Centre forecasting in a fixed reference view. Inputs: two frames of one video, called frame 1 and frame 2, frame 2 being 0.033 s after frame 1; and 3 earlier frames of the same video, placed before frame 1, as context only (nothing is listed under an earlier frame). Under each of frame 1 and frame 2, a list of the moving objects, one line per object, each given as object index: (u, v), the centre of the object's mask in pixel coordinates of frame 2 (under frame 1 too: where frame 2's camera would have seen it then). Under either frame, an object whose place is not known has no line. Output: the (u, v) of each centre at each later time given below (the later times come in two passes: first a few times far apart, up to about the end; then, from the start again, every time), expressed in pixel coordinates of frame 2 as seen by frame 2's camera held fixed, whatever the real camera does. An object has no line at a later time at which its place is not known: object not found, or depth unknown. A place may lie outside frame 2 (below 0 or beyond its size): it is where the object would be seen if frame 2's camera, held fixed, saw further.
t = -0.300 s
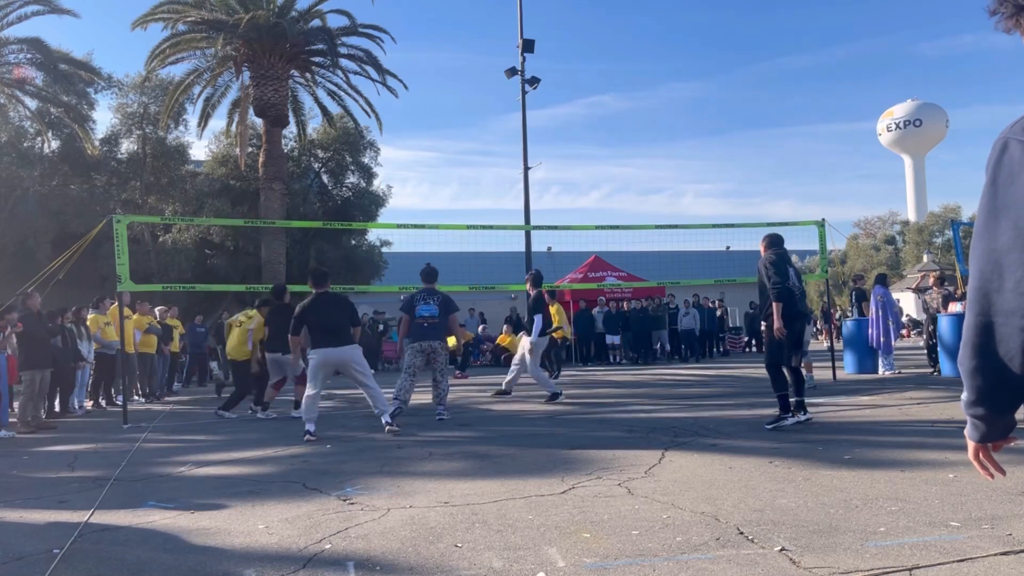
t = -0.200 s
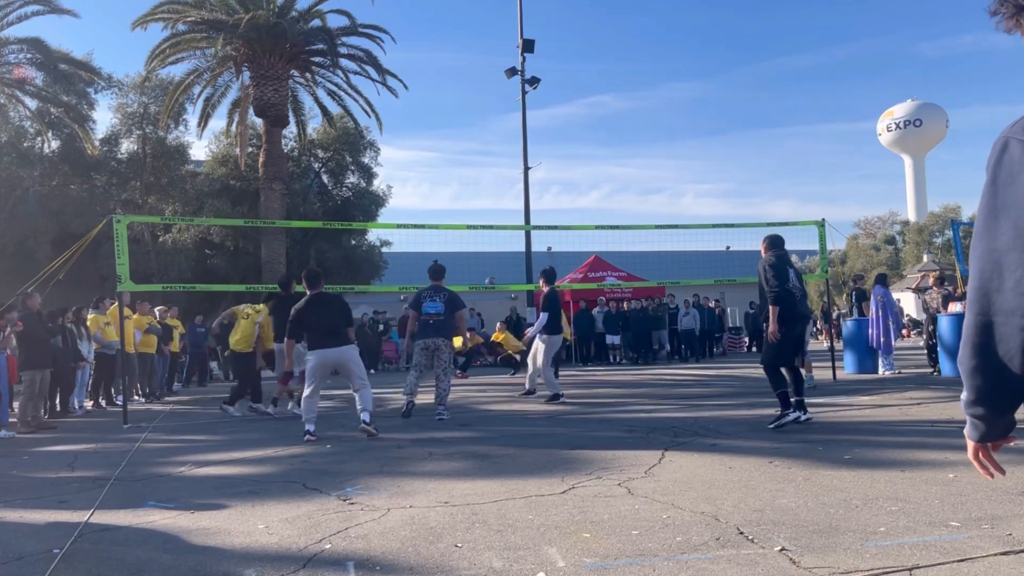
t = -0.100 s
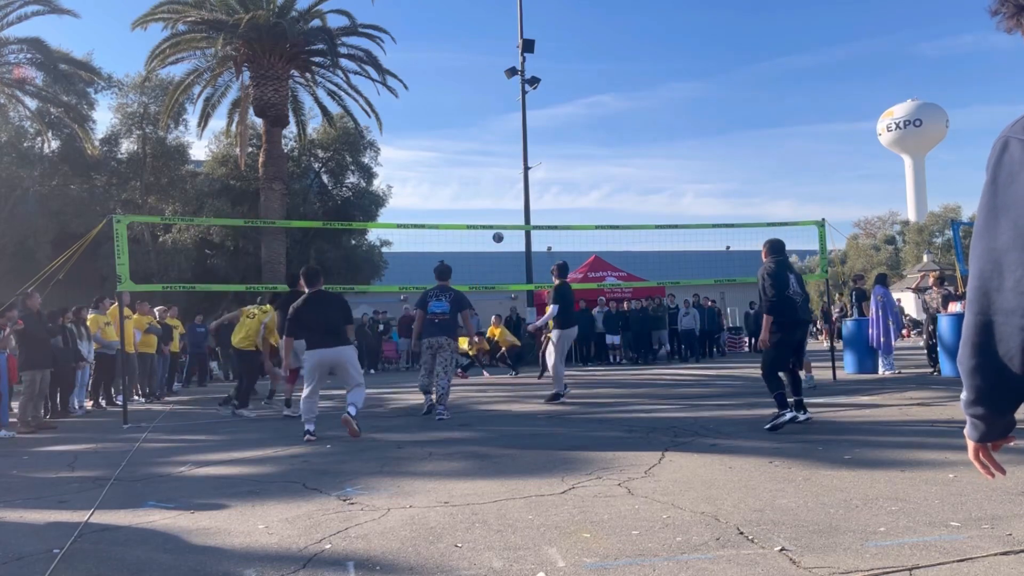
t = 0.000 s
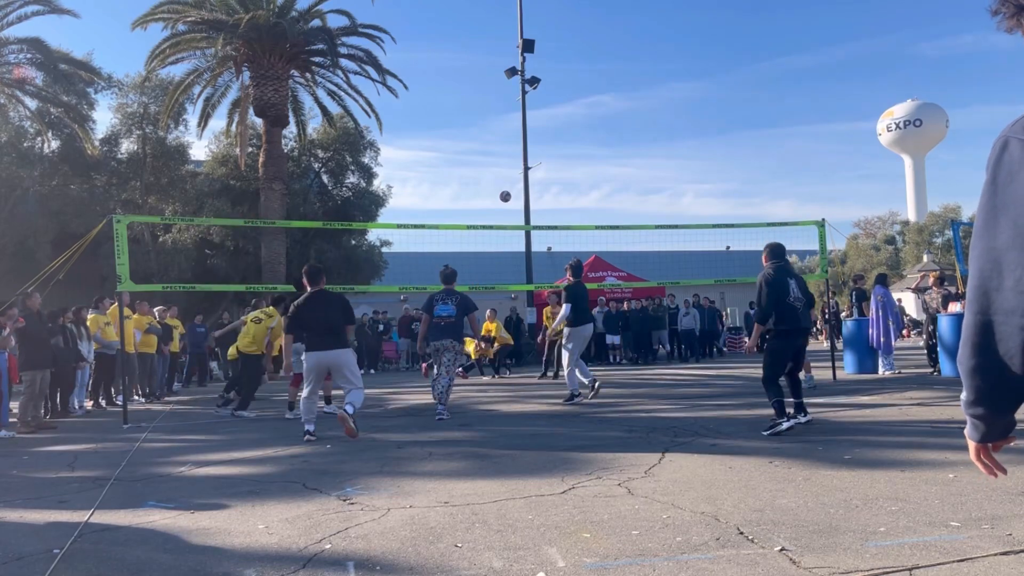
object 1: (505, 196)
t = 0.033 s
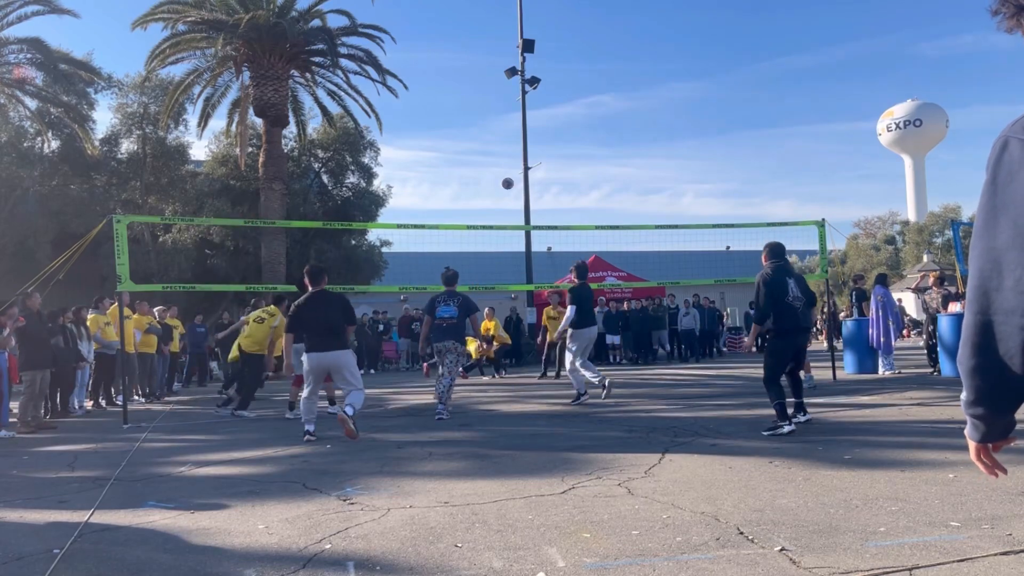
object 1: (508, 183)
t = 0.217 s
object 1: (522, 120)
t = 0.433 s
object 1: (542, 63)
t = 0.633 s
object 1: (562, 32)
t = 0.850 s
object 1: (587, 24)
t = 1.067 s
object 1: (617, 48)
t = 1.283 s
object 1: (653, 113)
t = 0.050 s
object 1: (509, 177)
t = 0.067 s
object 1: (510, 171)
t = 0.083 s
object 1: (511, 165)
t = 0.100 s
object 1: (513, 159)
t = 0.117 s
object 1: (514, 153)
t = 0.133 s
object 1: (515, 147)
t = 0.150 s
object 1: (517, 141)
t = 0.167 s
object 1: (518, 136)
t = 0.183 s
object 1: (519, 131)
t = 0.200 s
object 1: (520, 125)
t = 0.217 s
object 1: (522, 120)
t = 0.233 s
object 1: (524, 115)
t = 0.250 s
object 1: (525, 110)
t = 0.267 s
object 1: (527, 105)
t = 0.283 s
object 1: (528, 100)
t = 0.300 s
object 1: (530, 95)
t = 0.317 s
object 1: (531, 91)
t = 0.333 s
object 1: (532, 86)
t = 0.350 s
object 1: (534, 82)
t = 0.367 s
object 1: (535, 79)
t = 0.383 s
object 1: (537, 75)
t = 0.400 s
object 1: (539, 71)
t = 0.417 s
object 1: (540, 67)
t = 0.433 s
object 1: (542, 63)
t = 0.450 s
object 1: (544, 60)
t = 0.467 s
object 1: (545, 56)
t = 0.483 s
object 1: (547, 53)
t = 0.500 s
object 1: (548, 50)
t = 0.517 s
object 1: (550, 47)
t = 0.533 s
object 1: (552, 45)
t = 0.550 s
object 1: (553, 42)
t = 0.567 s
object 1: (555, 40)
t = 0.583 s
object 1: (557, 37)
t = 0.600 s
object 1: (559, 35)
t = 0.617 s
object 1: (561, 33)
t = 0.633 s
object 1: (562, 32)
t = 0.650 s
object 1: (564, 30)
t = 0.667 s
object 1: (566, 29)
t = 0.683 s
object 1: (568, 27)
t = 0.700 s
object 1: (570, 26)
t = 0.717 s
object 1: (571, 25)
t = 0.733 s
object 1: (573, 24)
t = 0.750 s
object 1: (575, 24)
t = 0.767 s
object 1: (577, 23)
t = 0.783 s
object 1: (579, 23)
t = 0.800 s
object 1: (581, 23)
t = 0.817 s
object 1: (583, 23)
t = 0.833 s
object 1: (585, 23)
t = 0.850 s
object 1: (587, 24)
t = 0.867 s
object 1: (590, 24)
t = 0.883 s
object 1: (592, 25)
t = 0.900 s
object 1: (594, 26)
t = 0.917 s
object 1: (596, 27)
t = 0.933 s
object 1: (598, 29)
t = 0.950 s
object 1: (600, 30)
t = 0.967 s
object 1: (603, 33)
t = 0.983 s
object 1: (605, 35)
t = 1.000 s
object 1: (607, 37)
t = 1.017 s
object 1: (610, 39)
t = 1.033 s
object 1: (612, 42)
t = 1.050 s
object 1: (615, 45)
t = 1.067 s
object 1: (617, 48)
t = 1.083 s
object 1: (620, 52)
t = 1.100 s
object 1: (622, 55)
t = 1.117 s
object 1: (625, 59)
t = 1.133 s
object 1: (627, 63)
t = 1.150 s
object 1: (630, 68)
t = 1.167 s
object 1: (633, 72)
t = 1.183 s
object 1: (636, 77)
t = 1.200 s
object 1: (639, 83)
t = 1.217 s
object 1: (641, 88)
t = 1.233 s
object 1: (644, 94)
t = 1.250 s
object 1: (647, 100)
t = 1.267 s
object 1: (650, 106)
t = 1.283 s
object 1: (653, 113)
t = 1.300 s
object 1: (656, 120)
